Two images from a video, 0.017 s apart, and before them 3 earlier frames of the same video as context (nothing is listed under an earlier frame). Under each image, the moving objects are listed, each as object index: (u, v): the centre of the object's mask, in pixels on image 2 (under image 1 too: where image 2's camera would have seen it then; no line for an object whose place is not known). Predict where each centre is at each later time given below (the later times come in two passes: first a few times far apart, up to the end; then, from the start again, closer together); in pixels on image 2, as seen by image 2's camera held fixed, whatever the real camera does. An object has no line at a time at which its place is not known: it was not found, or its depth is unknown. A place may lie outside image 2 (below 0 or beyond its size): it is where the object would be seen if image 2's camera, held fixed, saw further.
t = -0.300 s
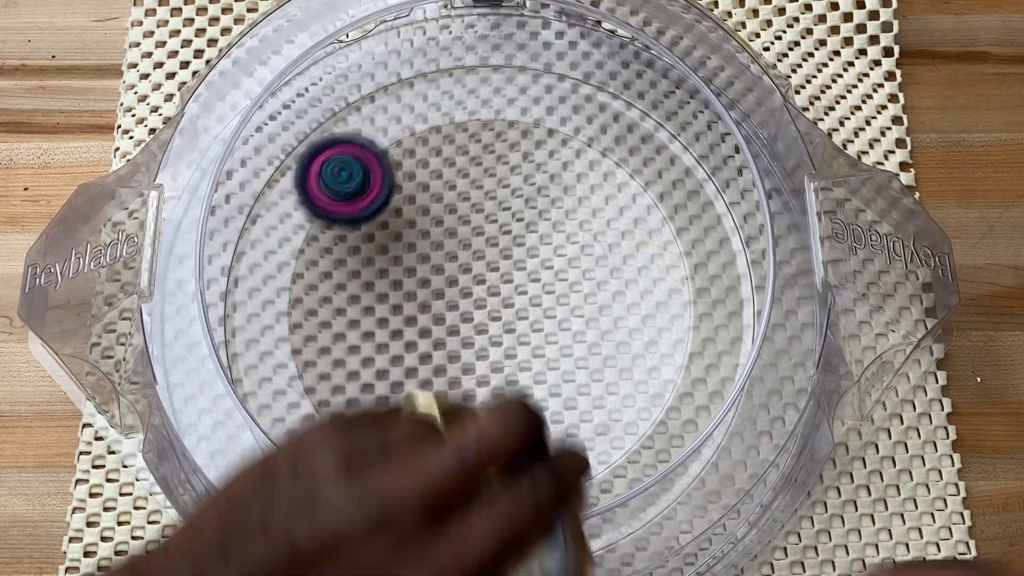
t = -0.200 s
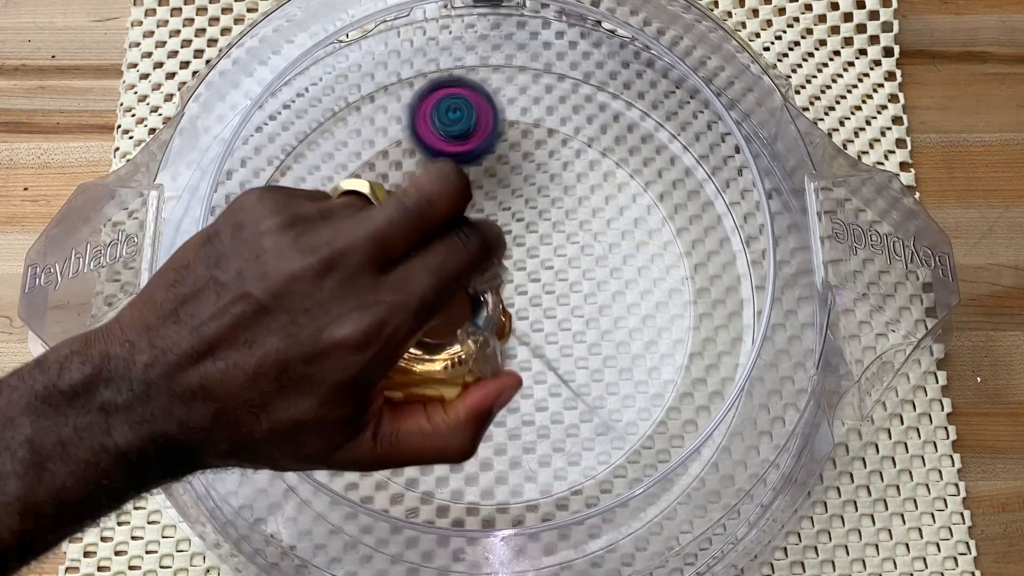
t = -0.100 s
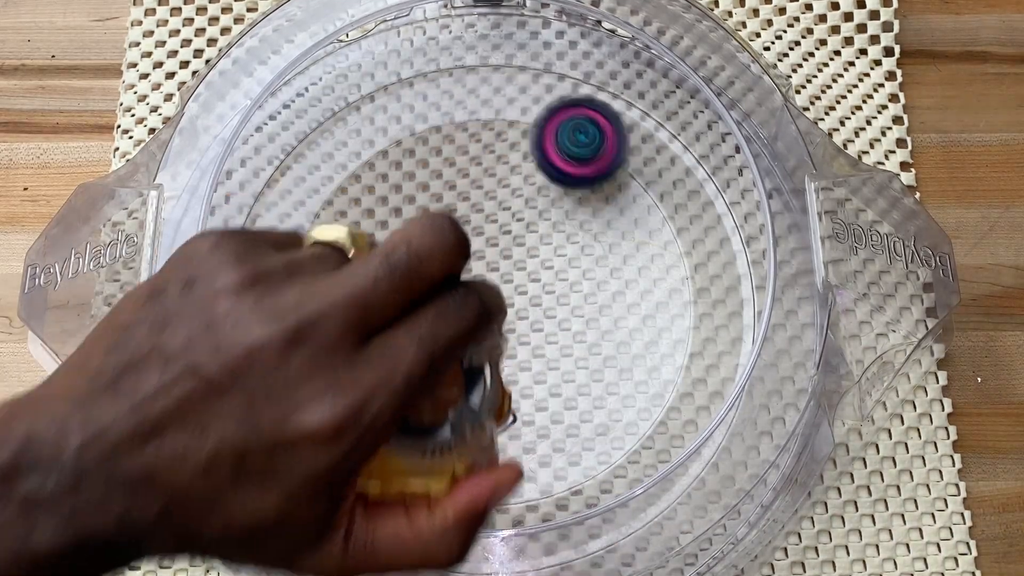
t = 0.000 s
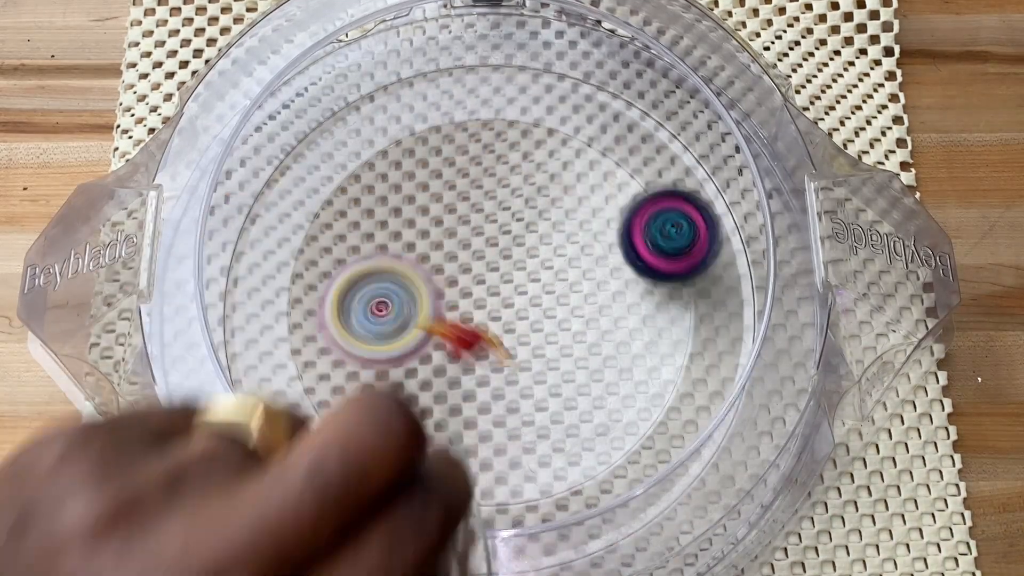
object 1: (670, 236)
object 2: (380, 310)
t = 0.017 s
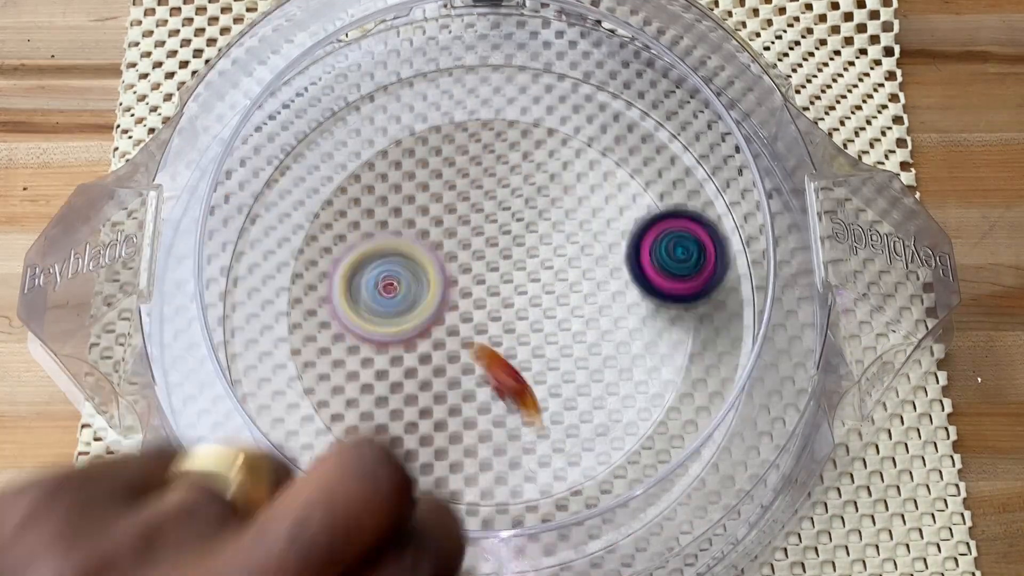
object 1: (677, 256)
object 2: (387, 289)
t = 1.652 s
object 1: (295, 144)
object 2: (486, 452)
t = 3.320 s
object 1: (568, 249)
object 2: (238, 307)
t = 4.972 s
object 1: (476, 261)
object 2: (405, 64)
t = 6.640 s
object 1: (468, 294)
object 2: (339, 94)
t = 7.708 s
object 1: (494, 299)
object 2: (304, 127)
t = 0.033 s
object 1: (683, 279)
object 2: (398, 271)
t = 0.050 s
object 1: (685, 302)
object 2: (408, 254)
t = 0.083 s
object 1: (678, 351)
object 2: (428, 226)
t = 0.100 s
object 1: (669, 375)
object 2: (438, 215)
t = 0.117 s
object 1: (655, 399)
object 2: (448, 207)
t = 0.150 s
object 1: (617, 440)
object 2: (467, 200)
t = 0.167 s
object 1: (593, 456)
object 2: (477, 199)
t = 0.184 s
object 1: (567, 469)
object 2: (484, 192)
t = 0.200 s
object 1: (539, 479)
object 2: (491, 184)
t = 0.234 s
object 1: (479, 491)
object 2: (505, 173)
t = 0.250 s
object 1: (451, 491)
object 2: (513, 170)
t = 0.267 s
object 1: (420, 504)
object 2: (521, 170)
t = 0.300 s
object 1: (371, 508)
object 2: (536, 176)
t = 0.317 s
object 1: (349, 508)
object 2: (543, 181)
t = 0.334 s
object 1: (333, 506)
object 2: (549, 189)
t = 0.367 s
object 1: (309, 491)
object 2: (554, 201)
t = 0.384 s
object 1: (302, 478)
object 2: (554, 205)
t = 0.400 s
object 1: (294, 466)
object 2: (553, 211)
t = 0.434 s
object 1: (282, 446)
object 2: (550, 230)
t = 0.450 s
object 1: (278, 438)
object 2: (549, 243)
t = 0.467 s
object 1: (274, 431)
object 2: (547, 253)
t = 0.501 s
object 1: (266, 418)
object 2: (535, 271)
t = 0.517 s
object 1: (263, 413)
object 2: (527, 283)
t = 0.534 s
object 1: (261, 408)
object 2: (522, 295)
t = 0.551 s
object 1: (257, 404)
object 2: (511, 301)
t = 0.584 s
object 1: (251, 395)
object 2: (491, 321)
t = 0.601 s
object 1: (250, 391)
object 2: (481, 331)
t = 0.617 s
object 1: (247, 387)
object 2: (471, 341)
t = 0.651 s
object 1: (242, 380)
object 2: (457, 352)
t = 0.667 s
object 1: (240, 377)
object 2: (451, 356)
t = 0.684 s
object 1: (237, 372)
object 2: (446, 359)
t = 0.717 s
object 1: (235, 362)
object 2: (440, 364)
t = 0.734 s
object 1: (234, 357)
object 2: (438, 365)
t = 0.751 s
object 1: (234, 352)
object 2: (439, 366)
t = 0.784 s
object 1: (233, 344)
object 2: (442, 364)
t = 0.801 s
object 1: (233, 338)
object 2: (449, 362)
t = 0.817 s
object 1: (233, 334)
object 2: (455, 361)
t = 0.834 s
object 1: (232, 329)
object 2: (462, 359)
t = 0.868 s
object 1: (232, 320)
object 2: (481, 350)
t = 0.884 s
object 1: (232, 315)
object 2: (492, 344)
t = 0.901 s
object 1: (233, 310)
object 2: (502, 337)
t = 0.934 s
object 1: (240, 299)
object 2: (523, 318)
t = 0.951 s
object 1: (240, 295)
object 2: (532, 306)
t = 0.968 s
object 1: (240, 291)
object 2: (540, 294)
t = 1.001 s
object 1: (239, 282)
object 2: (554, 268)
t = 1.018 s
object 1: (240, 277)
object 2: (558, 255)
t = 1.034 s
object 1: (240, 272)
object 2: (561, 243)
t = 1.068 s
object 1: (241, 262)
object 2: (563, 219)
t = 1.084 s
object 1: (242, 258)
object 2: (562, 209)
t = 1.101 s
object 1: (243, 254)
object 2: (561, 198)
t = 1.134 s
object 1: (245, 246)
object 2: (556, 181)
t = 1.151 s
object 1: (245, 242)
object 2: (551, 174)
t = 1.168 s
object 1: (246, 239)
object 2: (544, 166)
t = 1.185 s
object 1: (248, 235)
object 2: (538, 162)
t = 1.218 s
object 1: (250, 227)
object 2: (521, 154)
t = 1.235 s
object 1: (251, 224)
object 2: (513, 151)
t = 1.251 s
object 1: (252, 221)
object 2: (502, 150)
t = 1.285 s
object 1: (255, 215)
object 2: (480, 150)
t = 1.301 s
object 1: (257, 211)
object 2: (468, 152)
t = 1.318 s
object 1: (258, 209)
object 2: (456, 155)
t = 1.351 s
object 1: (262, 203)
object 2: (432, 165)
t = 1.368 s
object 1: (264, 200)
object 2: (418, 172)
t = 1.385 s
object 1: (267, 197)
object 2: (406, 180)
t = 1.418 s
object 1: (271, 190)
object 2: (381, 200)
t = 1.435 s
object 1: (268, 184)
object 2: (374, 215)
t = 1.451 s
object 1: (265, 178)
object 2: (372, 231)
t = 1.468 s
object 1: (268, 173)
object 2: (373, 248)
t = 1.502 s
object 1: (274, 168)
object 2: (377, 287)
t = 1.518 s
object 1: (277, 167)
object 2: (382, 307)
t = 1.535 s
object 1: (278, 163)
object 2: (388, 328)
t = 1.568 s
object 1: (283, 157)
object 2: (407, 368)
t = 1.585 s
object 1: (287, 155)
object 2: (420, 389)
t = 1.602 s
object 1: (289, 152)
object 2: (434, 406)
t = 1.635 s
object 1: (293, 147)
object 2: (467, 440)
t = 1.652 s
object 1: (295, 144)
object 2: (486, 452)
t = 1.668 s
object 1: (297, 141)
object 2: (504, 465)
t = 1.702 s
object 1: (304, 136)
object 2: (542, 477)
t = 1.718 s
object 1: (307, 133)
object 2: (562, 485)
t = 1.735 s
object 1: (311, 131)
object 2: (584, 492)
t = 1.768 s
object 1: (317, 128)
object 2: (625, 498)
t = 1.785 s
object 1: (320, 127)
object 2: (644, 500)
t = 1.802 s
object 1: (323, 126)
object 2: (662, 499)
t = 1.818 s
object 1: (326, 126)
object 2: (679, 496)
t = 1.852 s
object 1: (331, 125)
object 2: (703, 480)
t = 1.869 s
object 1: (333, 124)
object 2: (715, 469)
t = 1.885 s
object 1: (337, 123)
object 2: (725, 457)
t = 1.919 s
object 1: (344, 123)
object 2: (746, 430)
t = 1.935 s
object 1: (348, 123)
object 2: (755, 416)
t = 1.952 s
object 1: (351, 122)
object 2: (761, 400)
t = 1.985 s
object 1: (359, 122)
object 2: (765, 361)
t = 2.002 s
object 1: (363, 122)
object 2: (767, 340)
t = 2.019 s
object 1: (367, 122)
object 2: (769, 321)
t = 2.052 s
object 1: (376, 122)
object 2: (764, 278)
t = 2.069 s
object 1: (381, 123)
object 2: (760, 255)
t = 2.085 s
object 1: (386, 124)
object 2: (752, 235)
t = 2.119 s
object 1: (396, 126)
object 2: (721, 198)
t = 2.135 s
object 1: (404, 128)
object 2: (710, 178)
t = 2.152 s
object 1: (412, 131)
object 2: (696, 157)
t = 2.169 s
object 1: (421, 134)
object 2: (682, 138)
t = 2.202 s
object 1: (444, 141)
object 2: (652, 101)
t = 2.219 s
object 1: (456, 145)
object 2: (633, 88)
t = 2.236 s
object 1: (469, 150)
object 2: (610, 79)
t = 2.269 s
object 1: (494, 159)
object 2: (559, 61)
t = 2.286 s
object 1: (507, 166)
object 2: (532, 54)
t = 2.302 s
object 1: (519, 172)
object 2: (506, 52)
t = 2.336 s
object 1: (542, 188)
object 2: (450, 56)
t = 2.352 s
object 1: (553, 197)
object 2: (419, 62)
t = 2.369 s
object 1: (563, 207)
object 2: (393, 72)
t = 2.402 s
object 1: (580, 232)
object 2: (337, 100)
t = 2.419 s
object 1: (587, 246)
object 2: (312, 121)
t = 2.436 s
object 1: (591, 260)
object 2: (292, 144)
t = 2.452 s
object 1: (596, 276)
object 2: (270, 170)
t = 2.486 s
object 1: (598, 307)
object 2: (245, 232)
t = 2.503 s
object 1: (597, 323)
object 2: (239, 266)
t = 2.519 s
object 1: (594, 338)
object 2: (239, 304)
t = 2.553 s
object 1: (583, 367)
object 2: (257, 372)
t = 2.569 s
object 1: (575, 380)
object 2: (274, 403)
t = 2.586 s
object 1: (564, 393)
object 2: (295, 433)
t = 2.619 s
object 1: (541, 413)
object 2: (336, 513)
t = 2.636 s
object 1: (528, 420)
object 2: (374, 531)
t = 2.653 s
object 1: (514, 426)
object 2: (415, 540)
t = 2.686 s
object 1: (487, 435)
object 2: (504, 547)
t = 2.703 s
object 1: (473, 436)
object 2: (548, 543)
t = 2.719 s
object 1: (459, 434)
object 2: (596, 534)
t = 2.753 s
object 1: (434, 428)
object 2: (671, 498)
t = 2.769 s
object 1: (422, 423)
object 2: (699, 471)
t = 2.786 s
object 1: (409, 417)
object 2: (722, 438)
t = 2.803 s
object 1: (399, 410)
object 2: (741, 405)
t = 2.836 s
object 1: (381, 392)
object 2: (757, 336)
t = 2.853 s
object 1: (373, 382)
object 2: (760, 304)
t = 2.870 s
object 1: (367, 371)
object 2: (758, 271)
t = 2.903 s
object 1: (358, 349)
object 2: (738, 213)
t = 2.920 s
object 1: (356, 338)
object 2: (719, 187)
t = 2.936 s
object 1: (354, 327)
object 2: (710, 162)
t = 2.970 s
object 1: (355, 303)
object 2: (673, 121)
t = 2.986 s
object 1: (357, 292)
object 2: (654, 103)
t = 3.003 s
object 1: (360, 281)
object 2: (631, 88)
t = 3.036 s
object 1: (371, 260)
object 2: (583, 65)
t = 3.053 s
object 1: (379, 250)
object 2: (556, 57)
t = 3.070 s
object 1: (387, 241)
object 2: (529, 52)
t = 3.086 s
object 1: (396, 232)
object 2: (501, 50)
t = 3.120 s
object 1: (419, 218)
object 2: (447, 55)
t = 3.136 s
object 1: (430, 214)
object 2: (419, 62)
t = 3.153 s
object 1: (443, 210)
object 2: (394, 70)
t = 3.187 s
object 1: (470, 205)
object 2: (343, 99)
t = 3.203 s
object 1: (483, 205)
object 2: (317, 115)
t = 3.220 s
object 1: (497, 207)
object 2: (297, 136)
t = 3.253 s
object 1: (524, 215)
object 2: (261, 186)
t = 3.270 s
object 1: (537, 221)
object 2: (249, 214)
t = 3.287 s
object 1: (548, 230)
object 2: (241, 245)
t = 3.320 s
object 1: (568, 249)
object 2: (238, 307)
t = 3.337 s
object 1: (578, 261)
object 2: (244, 338)
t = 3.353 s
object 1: (584, 273)
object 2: (255, 370)
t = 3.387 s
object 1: (593, 299)
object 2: (289, 428)
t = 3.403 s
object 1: (595, 313)
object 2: (316, 455)
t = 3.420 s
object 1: (595, 327)
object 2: (329, 506)
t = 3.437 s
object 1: (593, 341)
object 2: (363, 528)
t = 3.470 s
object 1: (584, 366)
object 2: (445, 542)
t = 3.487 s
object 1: (578, 378)
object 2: (493, 545)
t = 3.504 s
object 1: (571, 390)
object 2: (539, 541)
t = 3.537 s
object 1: (552, 408)
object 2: (629, 522)
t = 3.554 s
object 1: (542, 415)
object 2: (672, 490)
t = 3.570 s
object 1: (531, 422)
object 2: (701, 459)
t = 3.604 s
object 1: (509, 430)
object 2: (746, 380)
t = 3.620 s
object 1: (497, 432)
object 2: (752, 343)
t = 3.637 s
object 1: (486, 432)
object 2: (754, 305)
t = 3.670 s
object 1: (465, 429)
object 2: (746, 236)
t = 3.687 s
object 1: (454, 426)
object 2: (725, 205)
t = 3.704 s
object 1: (444, 422)
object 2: (712, 175)
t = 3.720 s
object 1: (435, 417)
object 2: (697, 151)
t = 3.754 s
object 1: (419, 405)
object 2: (658, 108)
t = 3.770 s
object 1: (412, 398)
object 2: (635, 90)
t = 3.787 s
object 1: (406, 390)
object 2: (612, 78)
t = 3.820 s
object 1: (395, 373)
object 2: (561, 59)
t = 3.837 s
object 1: (392, 364)
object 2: (534, 54)
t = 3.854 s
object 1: (388, 355)
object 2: (509, 51)
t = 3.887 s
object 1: (385, 335)
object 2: (455, 55)
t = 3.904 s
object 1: (385, 326)
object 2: (429, 61)
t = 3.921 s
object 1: (387, 316)
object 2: (404, 67)
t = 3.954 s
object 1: (392, 296)
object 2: (355, 86)
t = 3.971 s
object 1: (397, 287)
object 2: (332, 101)
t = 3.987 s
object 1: (402, 278)
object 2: (313, 117)
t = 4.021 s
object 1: (415, 261)
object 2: (276, 157)
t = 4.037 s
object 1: (422, 254)
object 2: (262, 181)
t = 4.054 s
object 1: (431, 246)
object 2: (249, 203)
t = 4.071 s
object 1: (440, 240)
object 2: (242, 228)
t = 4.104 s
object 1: (460, 229)
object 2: (235, 281)
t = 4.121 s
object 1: (471, 227)
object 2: (238, 309)
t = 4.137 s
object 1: (482, 226)
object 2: (241, 335)
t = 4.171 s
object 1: (504, 227)
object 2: (259, 385)
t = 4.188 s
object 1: (515, 229)
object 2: (275, 411)
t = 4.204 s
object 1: (526, 233)
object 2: (292, 433)
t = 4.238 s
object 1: (544, 243)
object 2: (316, 504)
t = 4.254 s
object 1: (552, 249)
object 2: (336, 522)
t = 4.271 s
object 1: (560, 256)
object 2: (361, 532)
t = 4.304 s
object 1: (570, 273)
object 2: (419, 542)
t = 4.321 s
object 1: (574, 283)
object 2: (444, 544)
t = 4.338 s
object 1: (576, 291)
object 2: (478, 546)
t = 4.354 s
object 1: (577, 300)
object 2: (509, 545)
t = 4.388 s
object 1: (575, 318)
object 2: (568, 540)
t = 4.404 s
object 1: (572, 326)
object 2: (596, 534)
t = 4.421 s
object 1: (568, 334)
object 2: (622, 527)
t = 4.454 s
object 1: (558, 349)
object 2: (668, 498)
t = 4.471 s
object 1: (553, 355)
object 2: (685, 481)
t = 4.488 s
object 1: (546, 361)
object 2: (701, 460)
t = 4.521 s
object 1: (532, 370)
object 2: (730, 418)
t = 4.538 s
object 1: (524, 373)
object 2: (738, 395)
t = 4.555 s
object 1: (515, 375)
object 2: (741, 369)
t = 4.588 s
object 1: (499, 376)
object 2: (747, 320)
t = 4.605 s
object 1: (491, 375)
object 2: (751, 296)
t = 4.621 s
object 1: (484, 374)
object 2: (747, 275)
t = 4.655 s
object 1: (470, 369)
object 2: (730, 226)
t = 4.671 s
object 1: (464, 365)
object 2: (723, 206)
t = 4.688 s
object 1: (458, 359)
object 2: (714, 187)
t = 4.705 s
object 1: (453, 354)
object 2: (702, 166)
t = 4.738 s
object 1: (445, 340)
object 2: (678, 132)
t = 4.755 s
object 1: (443, 334)
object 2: (662, 115)
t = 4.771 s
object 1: (439, 327)
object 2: (645, 101)
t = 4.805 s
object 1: (437, 313)
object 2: (607, 81)
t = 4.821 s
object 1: (437, 304)
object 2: (587, 72)
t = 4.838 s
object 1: (439, 297)
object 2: (568, 63)
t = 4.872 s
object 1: (445, 285)
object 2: (526, 55)
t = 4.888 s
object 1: (450, 280)
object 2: (506, 52)
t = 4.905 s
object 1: (455, 275)
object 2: (485, 50)
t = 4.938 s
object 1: (465, 268)
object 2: (444, 55)
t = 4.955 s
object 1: (470, 265)
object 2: (424, 59)
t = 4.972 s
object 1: (476, 261)
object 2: (405, 64)
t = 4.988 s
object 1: (482, 259)
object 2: (387, 73)
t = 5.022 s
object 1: (495, 257)
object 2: (350, 90)
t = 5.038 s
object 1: (501, 258)
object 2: (334, 101)
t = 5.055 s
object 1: (507, 259)
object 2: (319, 112)
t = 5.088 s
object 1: (518, 263)
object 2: (290, 137)
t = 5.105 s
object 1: (523, 265)
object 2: (280, 151)
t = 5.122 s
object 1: (527, 268)
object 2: (270, 166)
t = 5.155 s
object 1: (535, 277)
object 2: (253, 197)
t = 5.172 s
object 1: (538, 282)
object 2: (249, 213)
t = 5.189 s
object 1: (540, 286)
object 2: (245, 229)
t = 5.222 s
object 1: (540, 296)
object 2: (237, 262)
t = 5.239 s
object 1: (539, 301)
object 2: (236, 277)
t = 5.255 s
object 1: (538, 306)
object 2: (236, 292)
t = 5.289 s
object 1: (536, 315)
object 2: (228, 328)
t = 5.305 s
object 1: (534, 320)
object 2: (229, 345)
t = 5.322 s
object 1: (532, 324)
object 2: (230, 362)
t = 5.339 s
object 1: (529, 328)
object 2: (238, 376)
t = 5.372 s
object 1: (521, 334)
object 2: (250, 412)
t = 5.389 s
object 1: (517, 335)
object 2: (258, 427)
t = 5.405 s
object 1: (512, 336)
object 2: (267, 442)
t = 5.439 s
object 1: (504, 337)
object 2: (294, 471)
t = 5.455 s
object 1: (501, 337)
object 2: (307, 486)
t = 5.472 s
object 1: (496, 337)
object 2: (319, 498)
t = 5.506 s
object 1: (488, 335)
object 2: (348, 520)
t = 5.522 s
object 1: (483, 334)
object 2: (366, 527)
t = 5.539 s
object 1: (479, 332)
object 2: (385, 533)
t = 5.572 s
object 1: (471, 326)
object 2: (420, 539)
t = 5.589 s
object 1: (468, 322)
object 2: (439, 539)
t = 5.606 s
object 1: (466, 319)
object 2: (456, 541)
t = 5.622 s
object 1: (465, 316)
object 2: (481, 541)
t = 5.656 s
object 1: (461, 308)
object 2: (522, 541)
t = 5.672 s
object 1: (461, 304)
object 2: (541, 540)
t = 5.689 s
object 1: (461, 300)
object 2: (559, 537)
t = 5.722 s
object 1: (462, 292)
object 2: (599, 528)
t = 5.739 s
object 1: (464, 289)
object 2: (619, 522)
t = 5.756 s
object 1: (465, 286)
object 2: (636, 514)
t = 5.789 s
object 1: (468, 280)
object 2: (666, 491)
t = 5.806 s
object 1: (470, 277)
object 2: (679, 478)
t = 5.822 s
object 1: (473, 275)
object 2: (692, 464)
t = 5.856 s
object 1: (479, 270)
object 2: (714, 431)
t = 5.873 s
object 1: (482, 269)
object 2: (724, 417)
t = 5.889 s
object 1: (486, 268)
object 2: (734, 403)
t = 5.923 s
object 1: (493, 267)
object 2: (743, 369)
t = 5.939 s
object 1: (496, 267)
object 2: (744, 353)
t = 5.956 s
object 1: (499, 268)
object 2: (747, 336)
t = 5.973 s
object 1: (502, 269)
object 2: (747, 320)
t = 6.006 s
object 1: (508, 271)
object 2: (746, 289)
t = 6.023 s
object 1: (510, 273)
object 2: (746, 273)
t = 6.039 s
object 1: (512, 275)
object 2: (745, 259)
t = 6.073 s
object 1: (516, 280)
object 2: (730, 233)
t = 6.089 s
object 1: (517, 283)
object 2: (726, 219)
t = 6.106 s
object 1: (519, 285)
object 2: (722, 207)
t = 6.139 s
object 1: (519, 291)
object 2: (712, 183)
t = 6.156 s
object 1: (519, 294)
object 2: (706, 170)
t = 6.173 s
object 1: (519, 297)
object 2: (700, 160)
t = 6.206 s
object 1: (518, 303)
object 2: (686, 142)
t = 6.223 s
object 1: (517, 305)
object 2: (678, 133)
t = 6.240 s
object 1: (515, 308)
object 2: (669, 124)
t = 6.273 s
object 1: (512, 312)
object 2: (650, 109)
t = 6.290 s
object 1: (510, 314)
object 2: (639, 102)
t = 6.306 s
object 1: (507, 315)
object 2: (628, 94)
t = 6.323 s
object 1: (504, 317)
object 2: (618, 87)
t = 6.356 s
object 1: (499, 319)
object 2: (596, 75)
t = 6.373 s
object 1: (496, 319)
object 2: (585, 70)
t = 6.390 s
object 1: (493, 319)
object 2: (573, 65)
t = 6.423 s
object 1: (487, 319)
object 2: (548, 57)
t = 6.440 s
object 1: (484, 318)
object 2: (534, 54)
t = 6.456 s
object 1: (481, 317)
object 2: (519, 53)
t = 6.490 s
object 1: (475, 314)
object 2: (488, 52)
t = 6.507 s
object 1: (473, 312)
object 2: (472, 52)
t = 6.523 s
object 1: (471, 310)
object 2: (456, 54)
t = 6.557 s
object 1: (469, 305)
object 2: (423, 60)
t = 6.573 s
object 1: (468, 302)
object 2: (406, 64)
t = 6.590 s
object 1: (467, 301)
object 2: (389, 70)
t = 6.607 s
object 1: (467, 298)
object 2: (372, 77)
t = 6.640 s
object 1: (468, 294)
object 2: (339, 94)
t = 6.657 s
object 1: (469, 292)
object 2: (324, 105)
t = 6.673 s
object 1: (470, 290)
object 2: (310, 117)
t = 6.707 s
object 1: (472, 286)
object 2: (285, 145)
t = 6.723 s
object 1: (474, 285)
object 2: (273, 161)
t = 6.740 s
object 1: (475, 284)
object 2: (264, 178)
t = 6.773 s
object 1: (478, 282)
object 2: (248, 217)
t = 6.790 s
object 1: (480, 281)
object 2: (243, 235)
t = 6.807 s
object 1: (482, 280)
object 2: (240, 255)
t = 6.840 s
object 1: (486, 281)
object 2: (237, 297)
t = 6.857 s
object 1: (488, 282)
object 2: (240, 318)
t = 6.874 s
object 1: (490, 283)
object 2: (244, 338)
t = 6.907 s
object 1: (493, 286)
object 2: (259, 378)
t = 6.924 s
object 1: (494, 287)
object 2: (270, 397)
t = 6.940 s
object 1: (495, 289)
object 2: (282, 416)
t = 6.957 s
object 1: (496, 291)
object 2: (296, 434)
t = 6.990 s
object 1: (498, 294)
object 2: (315, 492)
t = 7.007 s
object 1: (498, 295)
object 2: (333, 510)
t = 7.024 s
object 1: (498, 297)
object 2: (354, 523)
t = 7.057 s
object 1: (498, 301)
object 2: (405, 537)
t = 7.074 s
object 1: (497, 302)
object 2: (432, 541)
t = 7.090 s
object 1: (496, 304)
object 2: (461, 543)
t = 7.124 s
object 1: (494, 306)
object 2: (522, 543)
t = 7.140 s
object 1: (492, 308)
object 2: (550, 540)
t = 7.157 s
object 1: (491, 308)
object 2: (581, 535)
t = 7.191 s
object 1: (487, 309)
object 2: (636, 518)
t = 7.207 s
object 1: (486, 310)
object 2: (661, 500)
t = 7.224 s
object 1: (484, 310)
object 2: (683, 481)
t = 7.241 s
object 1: (483, 310)
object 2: (703, 458)
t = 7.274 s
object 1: (480, 309)
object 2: (735, 406)
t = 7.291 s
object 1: (479, 308)
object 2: (745, 378)
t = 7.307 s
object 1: (477, 307)
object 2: (751, 351)
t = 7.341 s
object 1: (475, 305)
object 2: (752, 295)
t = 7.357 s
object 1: (474, 304)
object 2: (749, 268)
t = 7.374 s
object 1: (474, 303)
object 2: (745, 241)
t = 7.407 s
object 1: (473, 302)
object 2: (718, 191)
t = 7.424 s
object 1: (472, 301)
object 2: (706, 167)
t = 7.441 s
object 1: (472, 299)
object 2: (693, 147)
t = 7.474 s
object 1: (474, 296)
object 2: (655, 108)
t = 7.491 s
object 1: (475, 294)
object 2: (633, 93)
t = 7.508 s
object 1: (476, 293)
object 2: (610, 79)
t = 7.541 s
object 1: (479, 291)
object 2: (557, 60)
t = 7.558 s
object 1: (481, 291)
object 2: (530, 54)
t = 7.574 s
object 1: (483, 290)
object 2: (502, 52)
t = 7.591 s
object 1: (485, 290)
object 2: (474, 52)
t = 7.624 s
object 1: (488, 292)
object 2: (418, 61)
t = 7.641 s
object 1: (490, 293)
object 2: (392, 69)
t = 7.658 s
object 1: (491, 294)
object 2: (368, 81)
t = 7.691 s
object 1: (493, 297)
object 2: (324, 110)
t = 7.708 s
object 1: (494, 299)
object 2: (304, 127)
